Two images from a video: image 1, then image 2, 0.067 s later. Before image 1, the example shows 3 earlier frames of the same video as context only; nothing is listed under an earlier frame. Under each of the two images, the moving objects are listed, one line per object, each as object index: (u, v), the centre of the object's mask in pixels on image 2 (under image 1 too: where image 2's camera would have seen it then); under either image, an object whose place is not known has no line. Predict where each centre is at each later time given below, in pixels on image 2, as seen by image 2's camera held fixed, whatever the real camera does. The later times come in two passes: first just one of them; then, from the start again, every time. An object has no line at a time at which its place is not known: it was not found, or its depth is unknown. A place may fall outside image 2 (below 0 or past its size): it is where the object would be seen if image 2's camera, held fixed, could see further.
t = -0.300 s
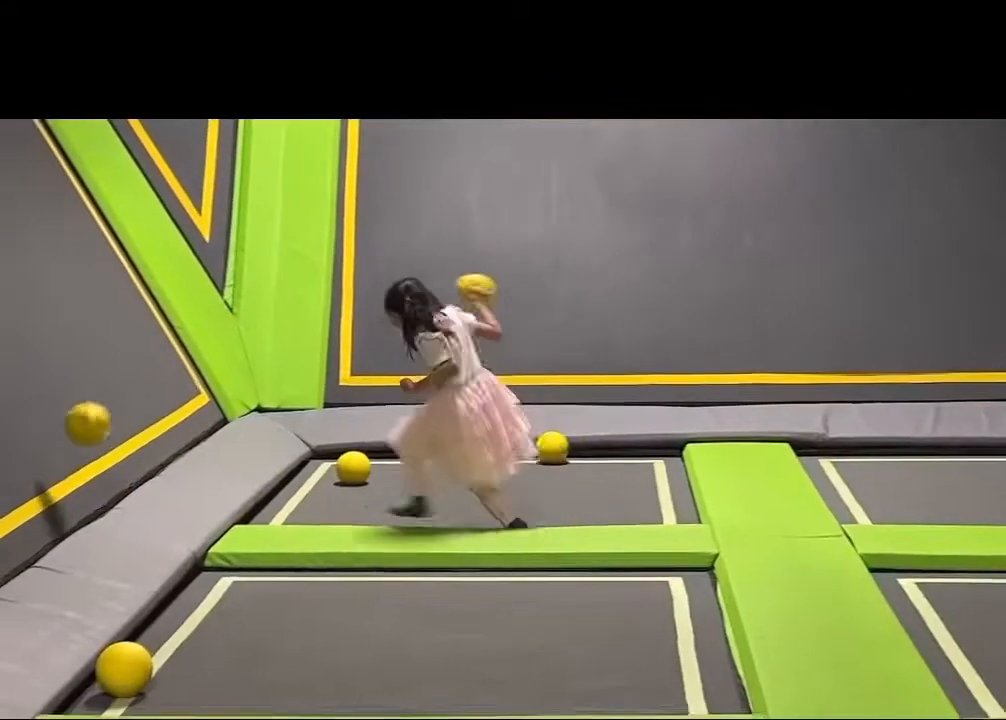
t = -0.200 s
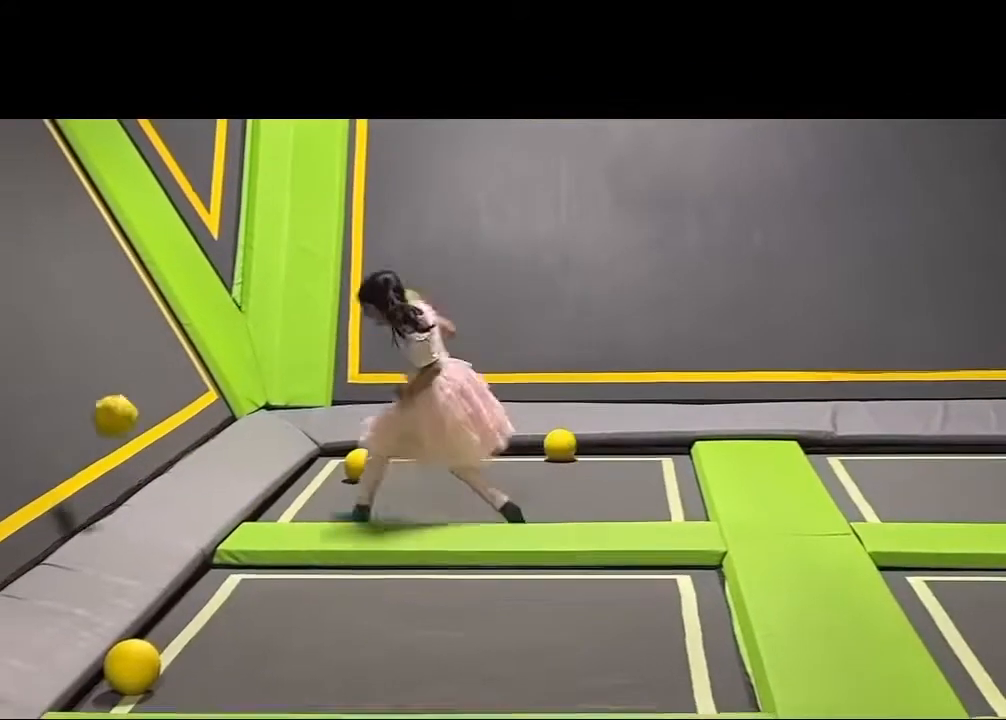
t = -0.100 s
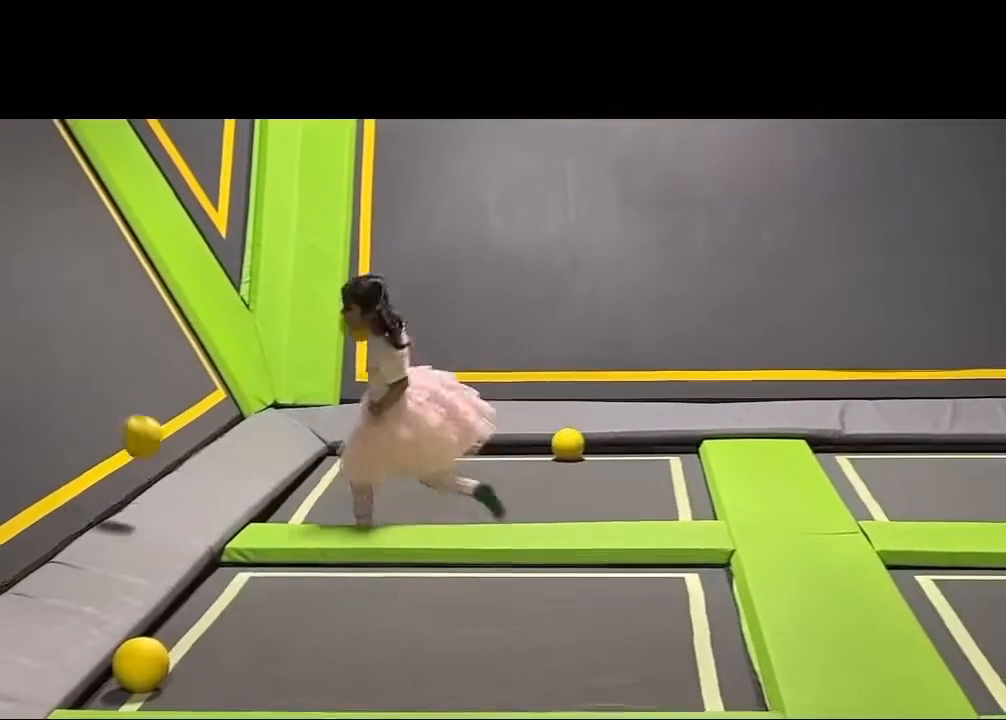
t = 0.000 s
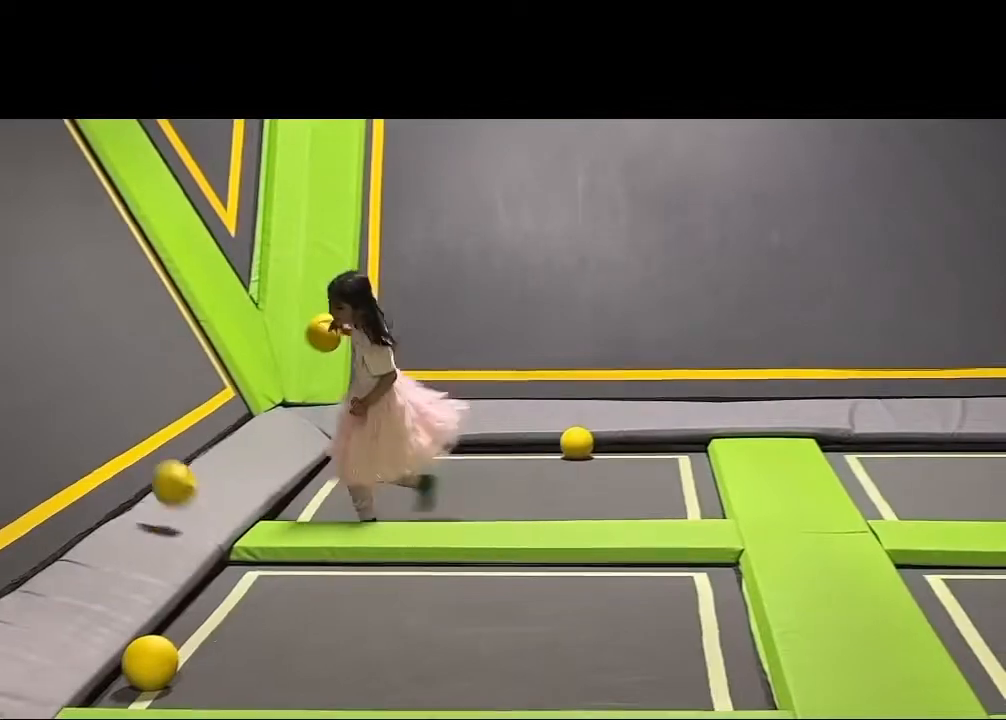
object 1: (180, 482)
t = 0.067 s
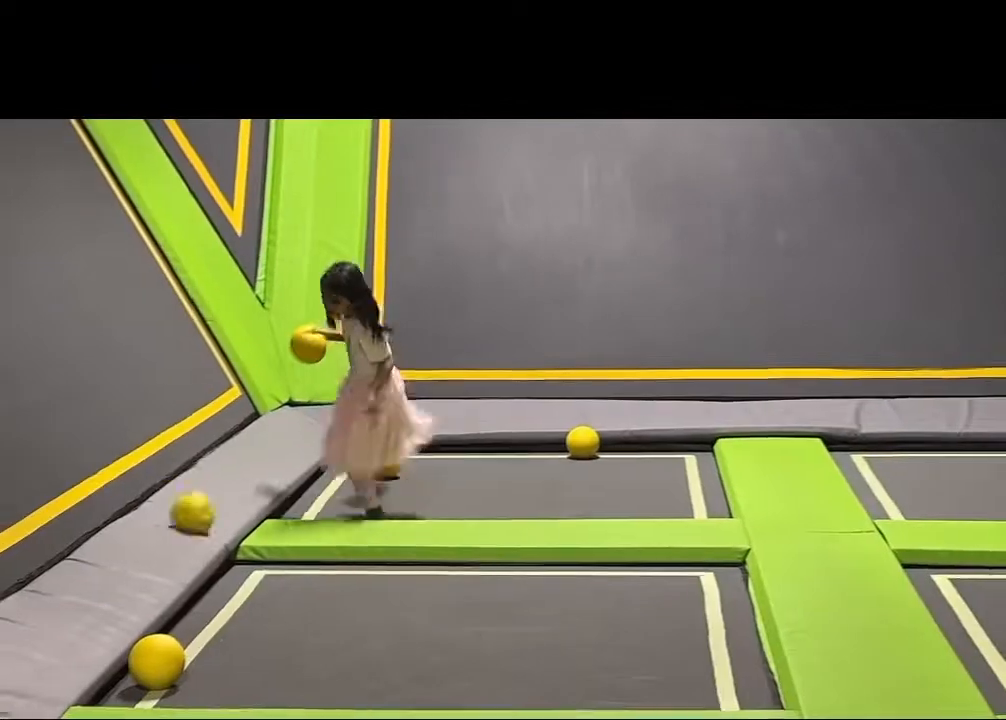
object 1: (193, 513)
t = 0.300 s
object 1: (222, 518)
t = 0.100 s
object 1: (196, 505)
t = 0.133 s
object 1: (200, 502)
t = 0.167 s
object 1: (204, 500)
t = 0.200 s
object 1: (209, 501)
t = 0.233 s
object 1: (213, 504)
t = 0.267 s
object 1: (217, 510)
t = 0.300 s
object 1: (222, 518)
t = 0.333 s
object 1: (228, 515)
